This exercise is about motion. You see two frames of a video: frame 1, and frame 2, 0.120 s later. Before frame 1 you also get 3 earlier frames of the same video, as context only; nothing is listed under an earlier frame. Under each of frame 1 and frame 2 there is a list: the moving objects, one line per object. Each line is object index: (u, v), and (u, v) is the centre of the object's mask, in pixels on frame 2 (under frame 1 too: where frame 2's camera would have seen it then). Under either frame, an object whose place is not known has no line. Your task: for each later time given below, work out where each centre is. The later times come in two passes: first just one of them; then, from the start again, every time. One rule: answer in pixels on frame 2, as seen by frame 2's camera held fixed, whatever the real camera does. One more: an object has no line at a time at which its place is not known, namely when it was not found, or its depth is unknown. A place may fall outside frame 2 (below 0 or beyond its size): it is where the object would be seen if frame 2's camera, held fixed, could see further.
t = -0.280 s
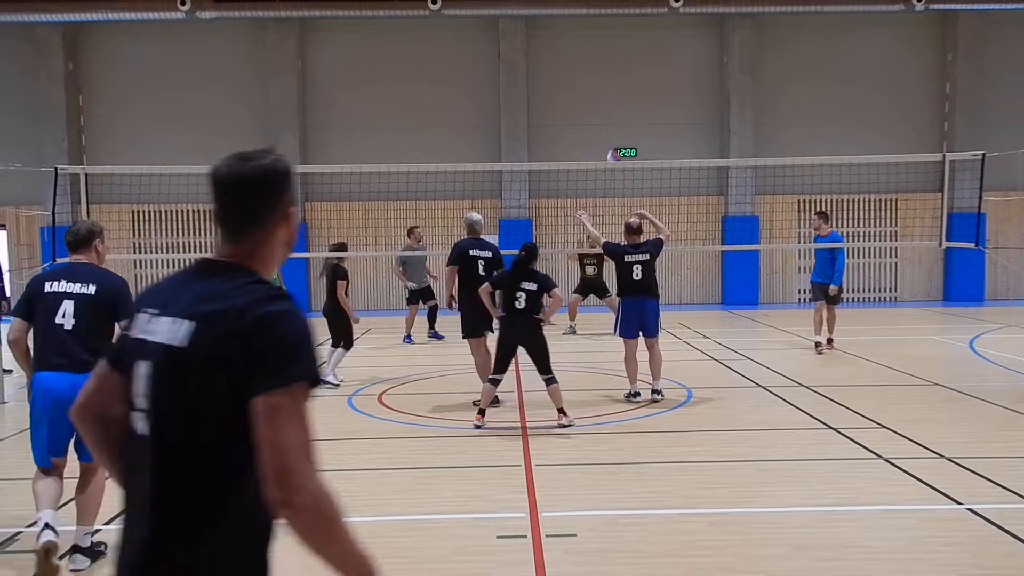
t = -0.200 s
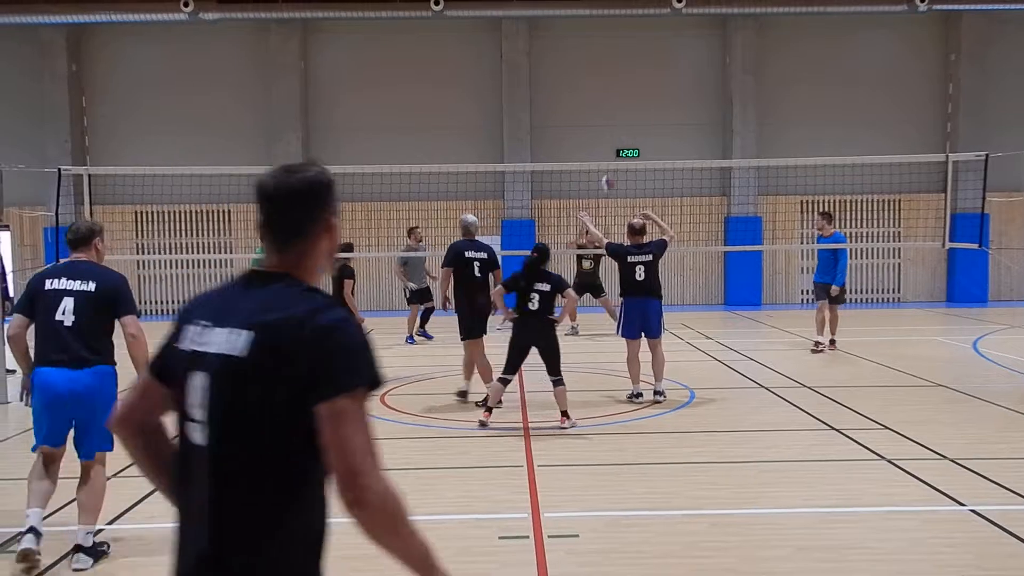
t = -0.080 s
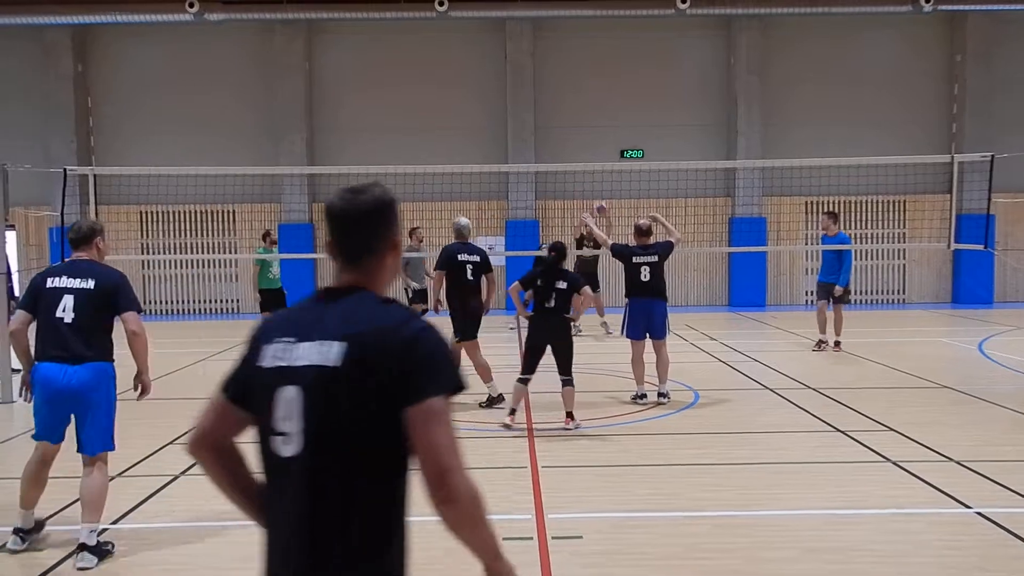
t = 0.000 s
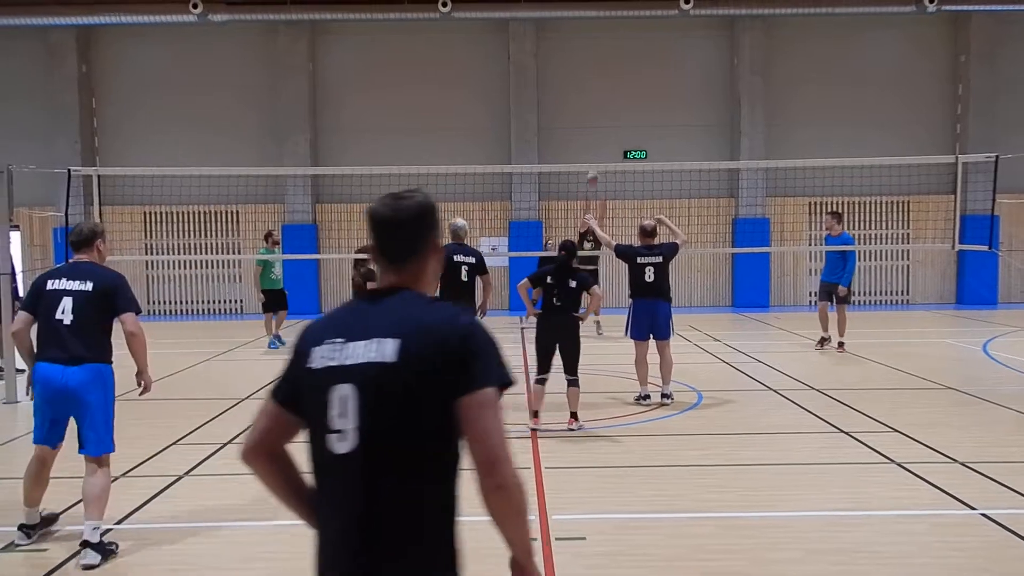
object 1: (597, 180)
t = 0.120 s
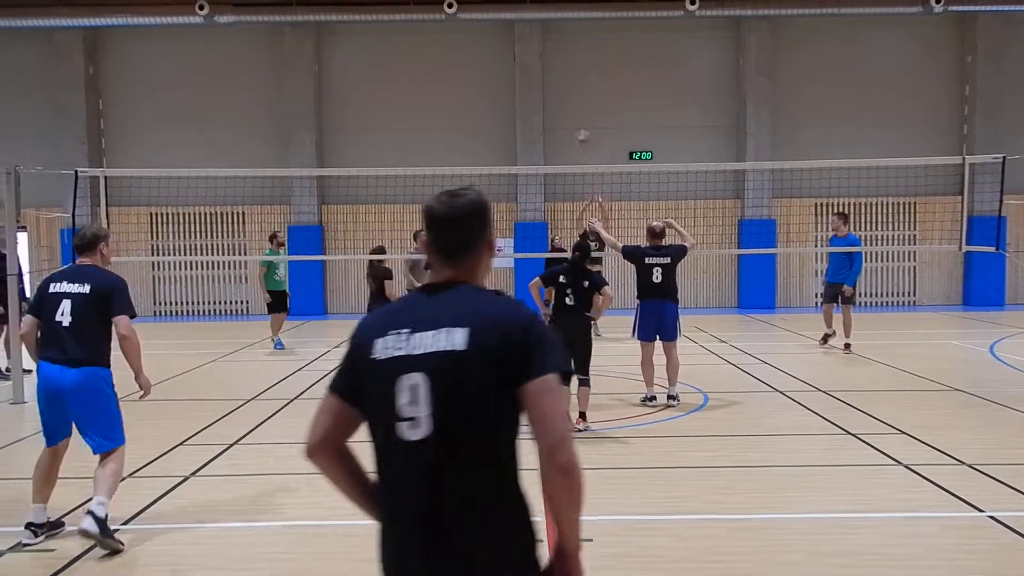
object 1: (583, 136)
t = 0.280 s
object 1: (563, 96)
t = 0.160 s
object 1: (579, 126)
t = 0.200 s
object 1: (574, 115)
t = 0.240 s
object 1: (568, 105)
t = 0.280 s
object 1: (563, 96)
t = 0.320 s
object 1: (558, 88)
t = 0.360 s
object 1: (553, 81)
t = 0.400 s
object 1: (548, 73)
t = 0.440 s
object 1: (543, 70)
